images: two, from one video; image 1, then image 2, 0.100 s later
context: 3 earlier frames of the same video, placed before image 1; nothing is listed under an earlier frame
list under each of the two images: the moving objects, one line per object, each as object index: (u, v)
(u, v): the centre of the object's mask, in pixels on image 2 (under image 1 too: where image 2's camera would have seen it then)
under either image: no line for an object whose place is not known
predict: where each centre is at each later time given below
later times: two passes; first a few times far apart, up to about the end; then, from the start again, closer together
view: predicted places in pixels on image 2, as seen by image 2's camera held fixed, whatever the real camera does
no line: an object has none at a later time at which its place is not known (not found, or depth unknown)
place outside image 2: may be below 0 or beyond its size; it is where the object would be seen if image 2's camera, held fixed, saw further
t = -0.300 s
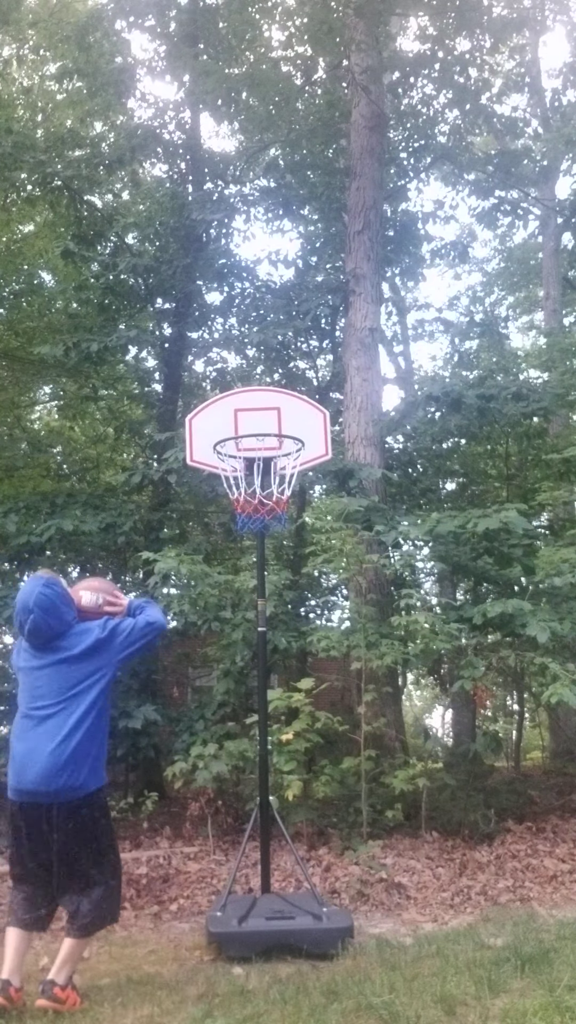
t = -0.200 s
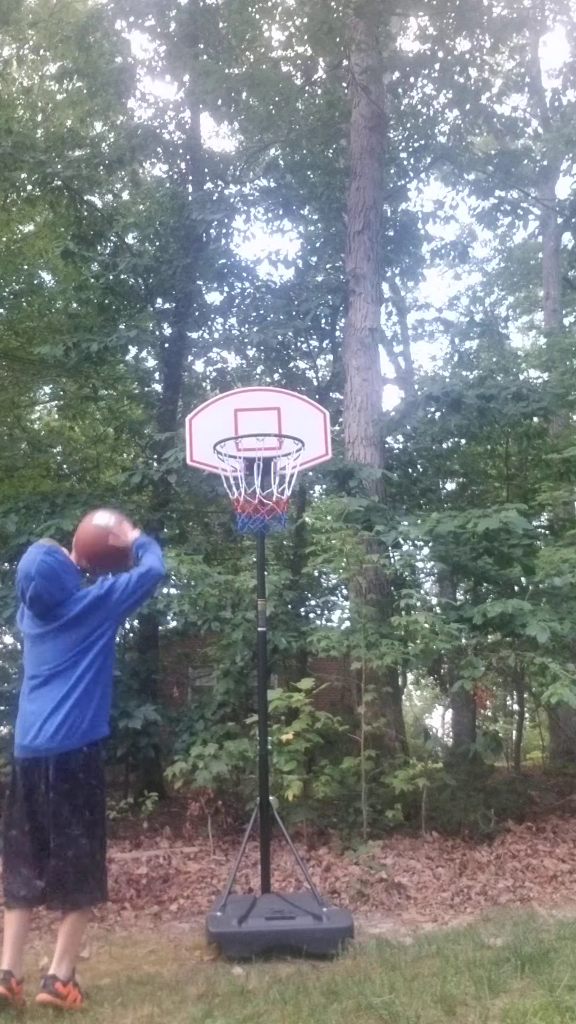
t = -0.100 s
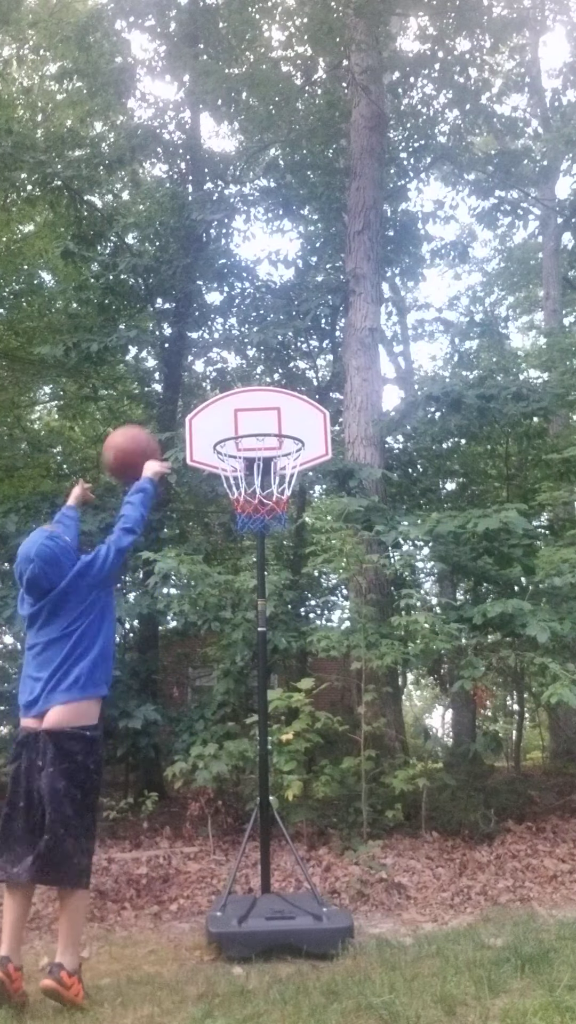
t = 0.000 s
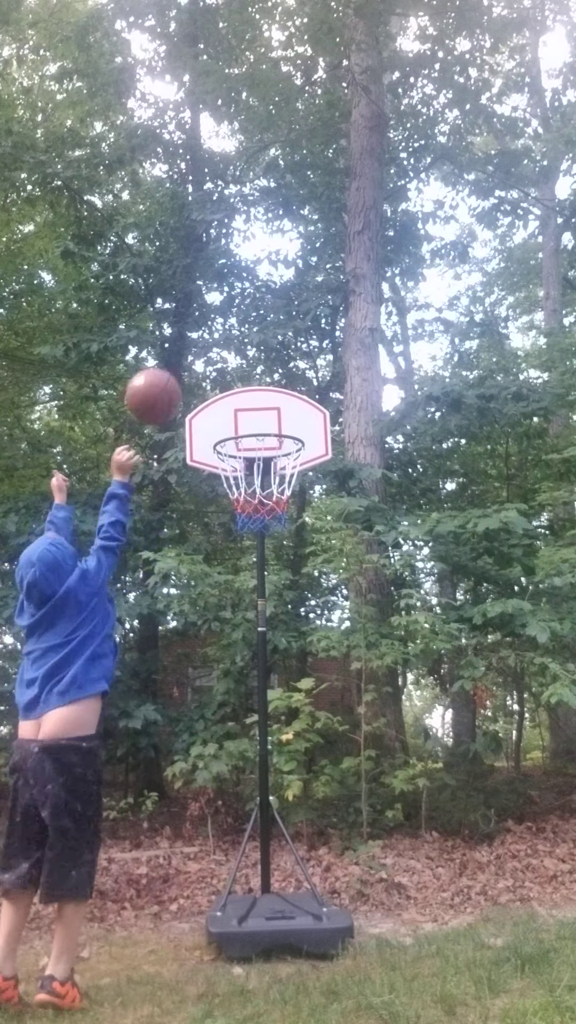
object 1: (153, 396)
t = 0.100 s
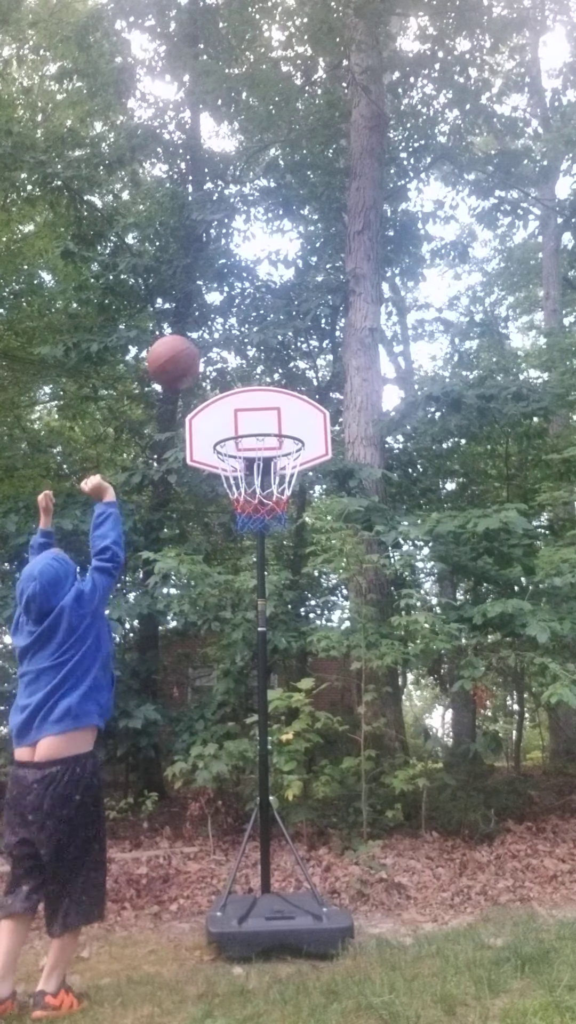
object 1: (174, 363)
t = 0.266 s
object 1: (202, 354)
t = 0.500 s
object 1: (237, 423)
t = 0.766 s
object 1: (275, 623)
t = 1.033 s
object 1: (387, 825)
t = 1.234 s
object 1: (565, 889)
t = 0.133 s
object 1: (180, 356)
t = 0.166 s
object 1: (185, 353)
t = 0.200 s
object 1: (191, 351)
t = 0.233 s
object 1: (197, 351)
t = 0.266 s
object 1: (202, 354)
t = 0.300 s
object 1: (208, 359)
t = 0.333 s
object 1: (213, 365)
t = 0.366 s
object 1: (219, 374)
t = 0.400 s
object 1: (224, 385)
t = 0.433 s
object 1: (228, 398)
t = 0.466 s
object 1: (233, 413)
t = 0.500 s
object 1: (237, 423)
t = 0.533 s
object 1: (244, 449)
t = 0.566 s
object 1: (248, 469)
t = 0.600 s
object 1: (251, 488)
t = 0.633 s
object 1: (256, 515)
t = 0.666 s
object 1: (261, 537)
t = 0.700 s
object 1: (266, 564)
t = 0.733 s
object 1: (271, 592)
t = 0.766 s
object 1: (275, 623)
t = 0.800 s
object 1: (279, 657)
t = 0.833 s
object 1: (283, 694)
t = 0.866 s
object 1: (289, 735)
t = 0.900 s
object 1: (293, 777)
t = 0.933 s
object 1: (301, 814)
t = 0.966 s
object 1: (328, 816)
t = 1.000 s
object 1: (357, 819)
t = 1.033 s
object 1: (387, 825)
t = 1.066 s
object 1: (417, 833)
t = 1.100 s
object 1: (449, 845)
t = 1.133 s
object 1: (482, 861)
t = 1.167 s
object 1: (517, 880)
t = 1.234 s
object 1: (565, 889)
